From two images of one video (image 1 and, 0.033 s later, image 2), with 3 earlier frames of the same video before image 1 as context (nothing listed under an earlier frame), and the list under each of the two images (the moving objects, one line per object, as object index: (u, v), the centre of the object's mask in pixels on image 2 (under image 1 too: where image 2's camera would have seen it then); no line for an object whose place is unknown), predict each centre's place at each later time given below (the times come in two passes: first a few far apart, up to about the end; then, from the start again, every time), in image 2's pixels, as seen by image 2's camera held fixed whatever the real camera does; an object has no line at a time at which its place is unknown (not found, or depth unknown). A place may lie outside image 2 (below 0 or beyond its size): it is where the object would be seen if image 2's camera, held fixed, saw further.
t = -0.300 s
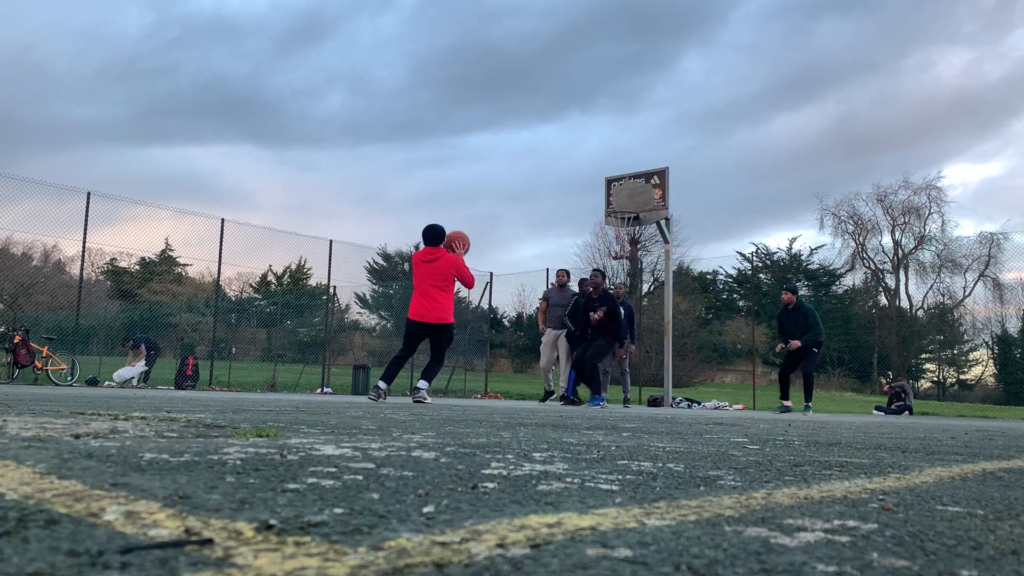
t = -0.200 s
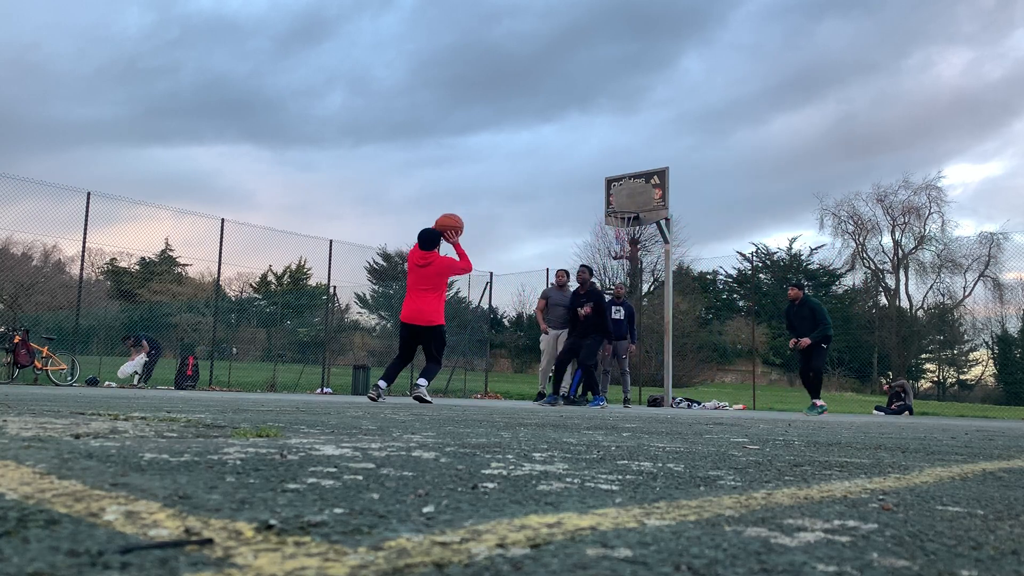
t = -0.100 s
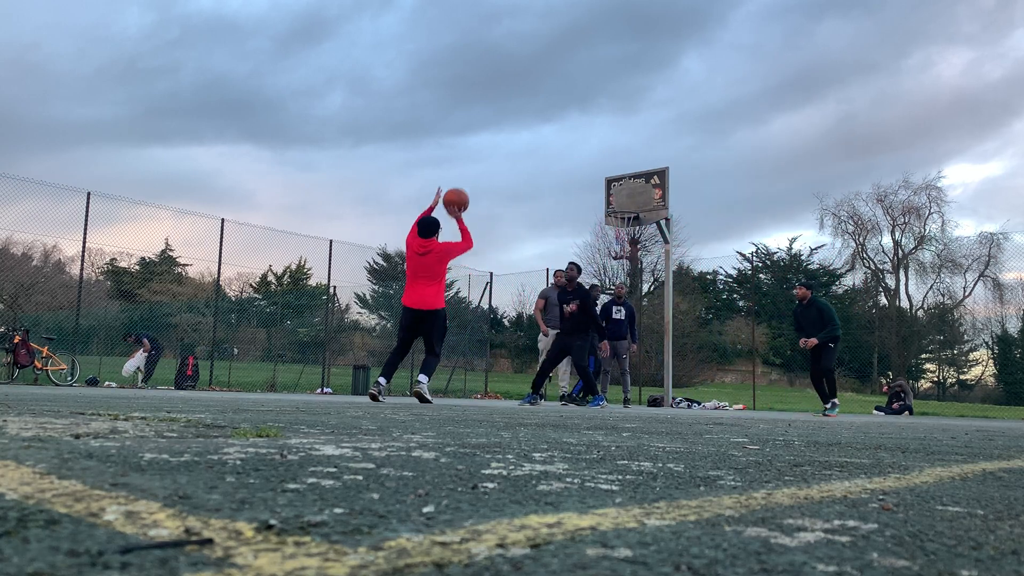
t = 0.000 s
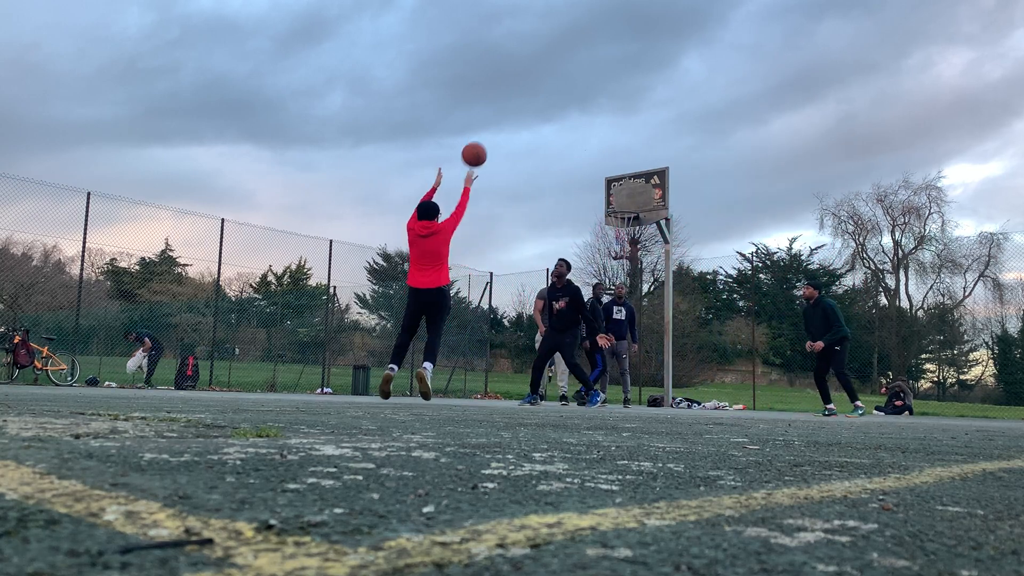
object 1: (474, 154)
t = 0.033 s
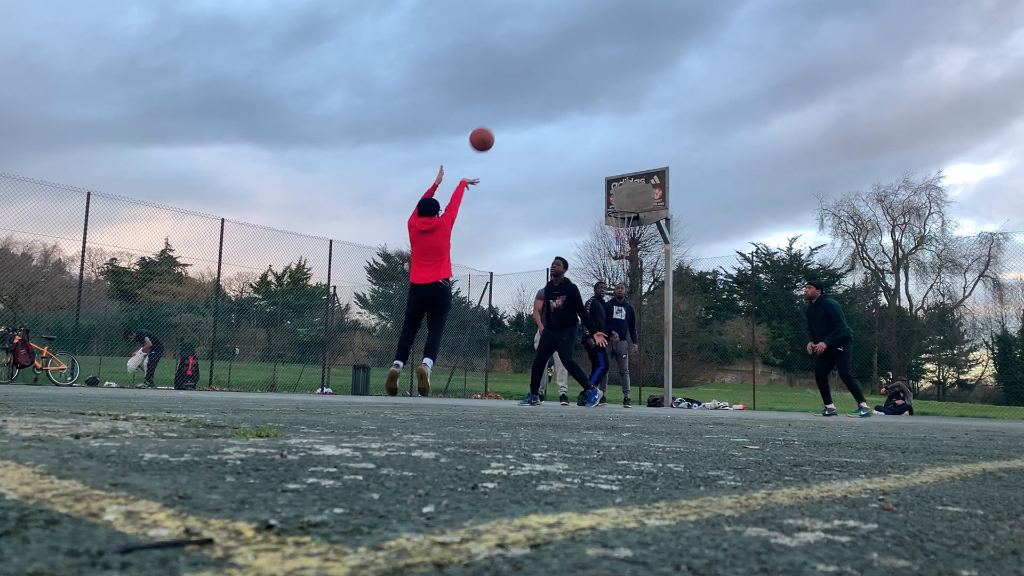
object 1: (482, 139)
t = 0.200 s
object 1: (515, 87)
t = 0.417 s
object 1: (548, 64)
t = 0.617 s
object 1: (572, 76)
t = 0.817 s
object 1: (591, 110)
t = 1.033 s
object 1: (608, 168)
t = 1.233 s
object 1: (633, 197)
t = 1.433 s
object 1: (680, 170)
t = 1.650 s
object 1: (734, 168)
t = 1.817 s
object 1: (780, 188)
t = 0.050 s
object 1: (485, 133)
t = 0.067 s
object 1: (489, 126)
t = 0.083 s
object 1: (492, 120)
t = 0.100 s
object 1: (496, 114)
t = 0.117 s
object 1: (499, 109)
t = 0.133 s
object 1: (503, 104)
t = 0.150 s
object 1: (505, 100)
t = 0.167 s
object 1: (509, 95)
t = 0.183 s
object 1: (512, 91)
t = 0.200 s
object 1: (515, 87)
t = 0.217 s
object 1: (518, 84)
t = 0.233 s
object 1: (521, 81)
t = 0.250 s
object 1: (523, 78)
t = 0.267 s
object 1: (526, 76)
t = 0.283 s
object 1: (529, 74)
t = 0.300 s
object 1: (531, 71)
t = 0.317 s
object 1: (534, 70)
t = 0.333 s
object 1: (536, 68)
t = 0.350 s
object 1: (539, 67)
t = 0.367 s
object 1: (541, 66)
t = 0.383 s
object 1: (543, 65)
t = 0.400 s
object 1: (546, 65)
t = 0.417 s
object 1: (548, 64)
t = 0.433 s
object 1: (550, 64)
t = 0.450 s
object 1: (552, 64)
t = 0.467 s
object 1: (554, 65)
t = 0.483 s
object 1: (557, 65)
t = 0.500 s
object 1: (558, 66)
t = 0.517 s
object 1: (561, 67)
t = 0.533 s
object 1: (563, 68)
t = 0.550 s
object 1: (564, 69)
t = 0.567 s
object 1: (566, 70)
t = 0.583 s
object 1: (568, 72)
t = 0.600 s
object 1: (570, 74)
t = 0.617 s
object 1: (572, 76)
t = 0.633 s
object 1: (573, 78)
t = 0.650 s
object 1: (575, 80)
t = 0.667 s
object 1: (577, 82)
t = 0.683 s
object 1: (579, 85)
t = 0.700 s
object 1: (580, 88)
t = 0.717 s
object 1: (582, 90)
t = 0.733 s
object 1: (583, 93)
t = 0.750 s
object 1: (585, 96)
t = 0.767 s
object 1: (587, 100)
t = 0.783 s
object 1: (588, 103)
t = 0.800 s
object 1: (590, 107)
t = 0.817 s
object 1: (591, 110)
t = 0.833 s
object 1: (593, 114)
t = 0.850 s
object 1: (594, 118)
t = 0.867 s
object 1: (595, 122)
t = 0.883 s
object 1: (597, 126)
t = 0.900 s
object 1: (598, 130)
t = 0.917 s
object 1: (600, 135)
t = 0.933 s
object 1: (601, 139)
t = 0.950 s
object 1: (602, 144)
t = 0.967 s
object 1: (603, 149)
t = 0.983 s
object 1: (605, 153)
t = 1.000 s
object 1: (606, 158)
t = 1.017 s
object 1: (607, 163)
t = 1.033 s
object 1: (608, 168)
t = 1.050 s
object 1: (609, 173)
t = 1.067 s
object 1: (610, 179)
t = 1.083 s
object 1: (612, 185)
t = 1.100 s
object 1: (613, 190)
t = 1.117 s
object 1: (614, 196)
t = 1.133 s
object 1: (615, 202)
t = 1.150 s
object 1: (616, 206)
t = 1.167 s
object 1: (618, 207)
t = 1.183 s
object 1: (622, 206)
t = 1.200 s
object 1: (625, 203)
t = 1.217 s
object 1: (629, 200)
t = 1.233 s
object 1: (633, 197)
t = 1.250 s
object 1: (637, 194)
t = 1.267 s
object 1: (641, 191)
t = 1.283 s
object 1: (645, 188)
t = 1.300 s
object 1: (648, 185)
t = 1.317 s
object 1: (653, 183)
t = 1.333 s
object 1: (656, 180)
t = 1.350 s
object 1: (660, 179)
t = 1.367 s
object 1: (664, 177)
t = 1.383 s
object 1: (668, 175)
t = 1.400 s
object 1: (672, 173)
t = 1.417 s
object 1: (676, 172)
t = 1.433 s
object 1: (680, 170)
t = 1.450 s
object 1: (684, 169)
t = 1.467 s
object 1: (688, 168)
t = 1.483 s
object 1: (692, 167)
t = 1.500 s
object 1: (696, 166)
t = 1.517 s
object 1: (700, 166)
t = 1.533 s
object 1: (705, 166)
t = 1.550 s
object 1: (709, 166)
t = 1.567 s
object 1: (713, 165)
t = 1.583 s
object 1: (717, 166)
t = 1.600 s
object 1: (722, 166)
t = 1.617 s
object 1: (726, 167)
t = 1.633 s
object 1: (730, 168)
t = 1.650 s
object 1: (734, 168)
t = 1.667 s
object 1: (739, 170)
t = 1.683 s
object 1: (743, 171)
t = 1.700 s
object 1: (748, 172)
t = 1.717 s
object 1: (752, 174)
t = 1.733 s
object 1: (757, 176)
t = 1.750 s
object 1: (761, 178)
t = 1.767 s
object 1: (766, 180)
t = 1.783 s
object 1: (770, 183)
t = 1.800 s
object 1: (775, 186)
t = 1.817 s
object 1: (780, 188)
